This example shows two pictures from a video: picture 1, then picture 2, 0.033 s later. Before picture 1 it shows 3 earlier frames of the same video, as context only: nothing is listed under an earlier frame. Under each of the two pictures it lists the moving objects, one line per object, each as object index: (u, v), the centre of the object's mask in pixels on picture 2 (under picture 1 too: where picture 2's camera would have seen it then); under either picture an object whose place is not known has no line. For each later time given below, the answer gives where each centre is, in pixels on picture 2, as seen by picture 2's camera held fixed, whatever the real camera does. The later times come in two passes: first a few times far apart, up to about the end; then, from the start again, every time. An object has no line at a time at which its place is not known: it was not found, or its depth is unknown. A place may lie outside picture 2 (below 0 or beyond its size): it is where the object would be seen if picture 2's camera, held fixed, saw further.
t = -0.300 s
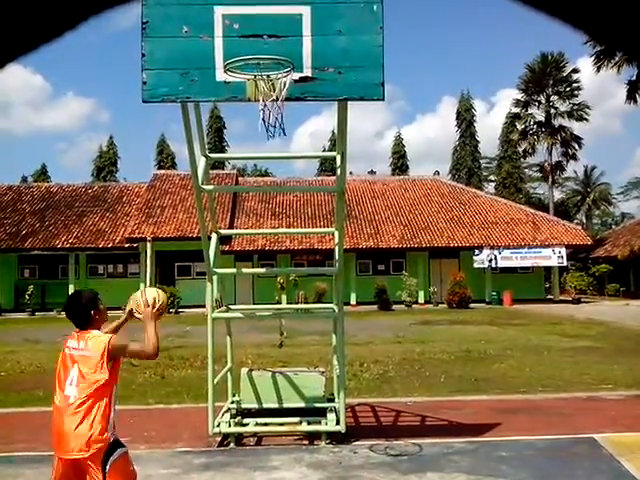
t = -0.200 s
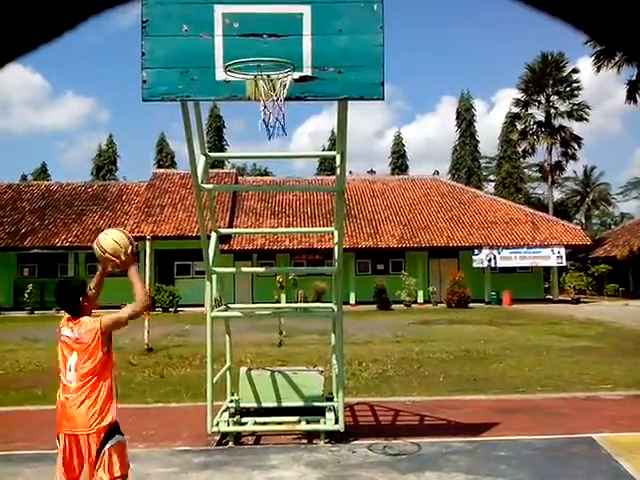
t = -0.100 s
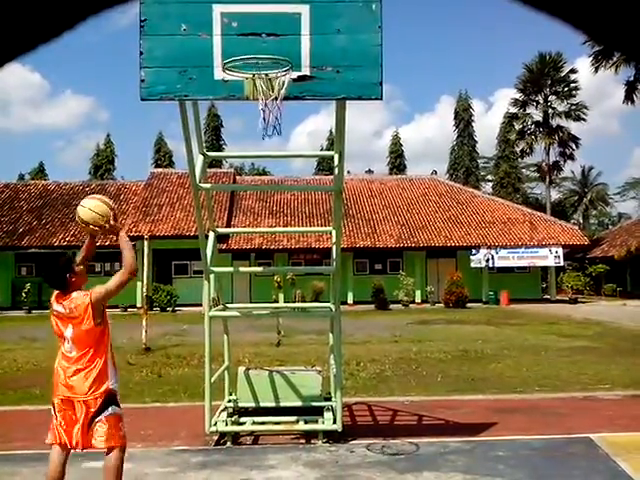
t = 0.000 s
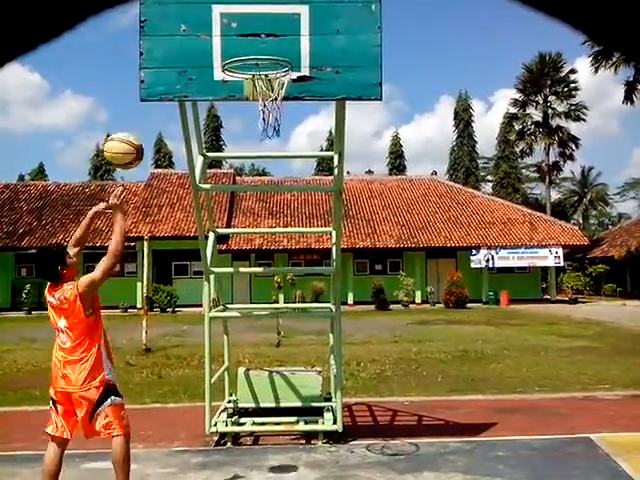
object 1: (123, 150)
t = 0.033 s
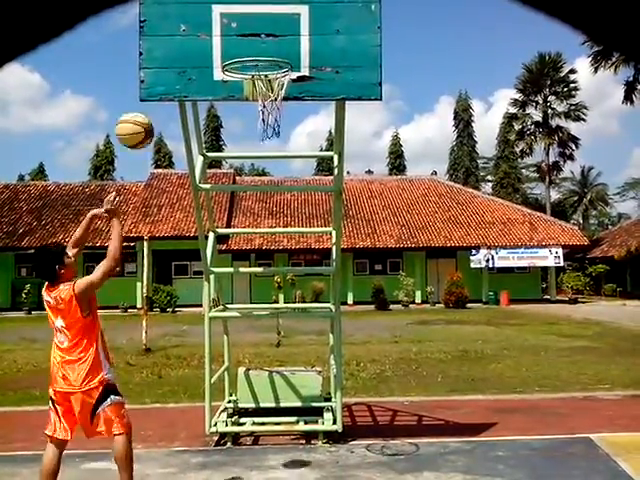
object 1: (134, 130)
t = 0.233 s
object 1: (194, 51)
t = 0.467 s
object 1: (242, 28)
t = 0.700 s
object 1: (265, 69)
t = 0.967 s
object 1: (272, 112)
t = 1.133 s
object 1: (270, 159)
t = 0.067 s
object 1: (145, 113)
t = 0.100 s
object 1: (156, 96)
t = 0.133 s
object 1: (166, 83)
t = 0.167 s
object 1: (176, 71)
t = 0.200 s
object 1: (186, 60)
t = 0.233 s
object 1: (194, 51)
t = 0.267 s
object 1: (204, 44)
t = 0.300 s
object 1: (214, 39)
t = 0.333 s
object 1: (222, 35)
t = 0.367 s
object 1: (232, 33)
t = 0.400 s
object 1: (236, 30)
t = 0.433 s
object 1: (239, 28)
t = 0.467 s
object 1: (242, 28)
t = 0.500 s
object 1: (245, 29)
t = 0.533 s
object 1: (248, 31)
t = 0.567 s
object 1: (252, 34)
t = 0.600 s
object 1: (255, 40)
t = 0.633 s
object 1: (259, 44)
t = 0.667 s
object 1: (262, 59)
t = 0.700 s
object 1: (265, 69)
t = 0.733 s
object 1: (268, 81)
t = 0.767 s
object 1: (273, 97)
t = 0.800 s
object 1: (276, 110)
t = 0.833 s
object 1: (275, 108)
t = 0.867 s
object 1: (274, 107)
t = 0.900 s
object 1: (274, 108)
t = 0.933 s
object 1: (272, 110)
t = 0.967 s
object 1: (272, 112)
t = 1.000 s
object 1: (272, 120)
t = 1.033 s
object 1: (272, 128)
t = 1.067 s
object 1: (270, 136)
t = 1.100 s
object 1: (271, 147)
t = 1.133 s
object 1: (270, 159)
